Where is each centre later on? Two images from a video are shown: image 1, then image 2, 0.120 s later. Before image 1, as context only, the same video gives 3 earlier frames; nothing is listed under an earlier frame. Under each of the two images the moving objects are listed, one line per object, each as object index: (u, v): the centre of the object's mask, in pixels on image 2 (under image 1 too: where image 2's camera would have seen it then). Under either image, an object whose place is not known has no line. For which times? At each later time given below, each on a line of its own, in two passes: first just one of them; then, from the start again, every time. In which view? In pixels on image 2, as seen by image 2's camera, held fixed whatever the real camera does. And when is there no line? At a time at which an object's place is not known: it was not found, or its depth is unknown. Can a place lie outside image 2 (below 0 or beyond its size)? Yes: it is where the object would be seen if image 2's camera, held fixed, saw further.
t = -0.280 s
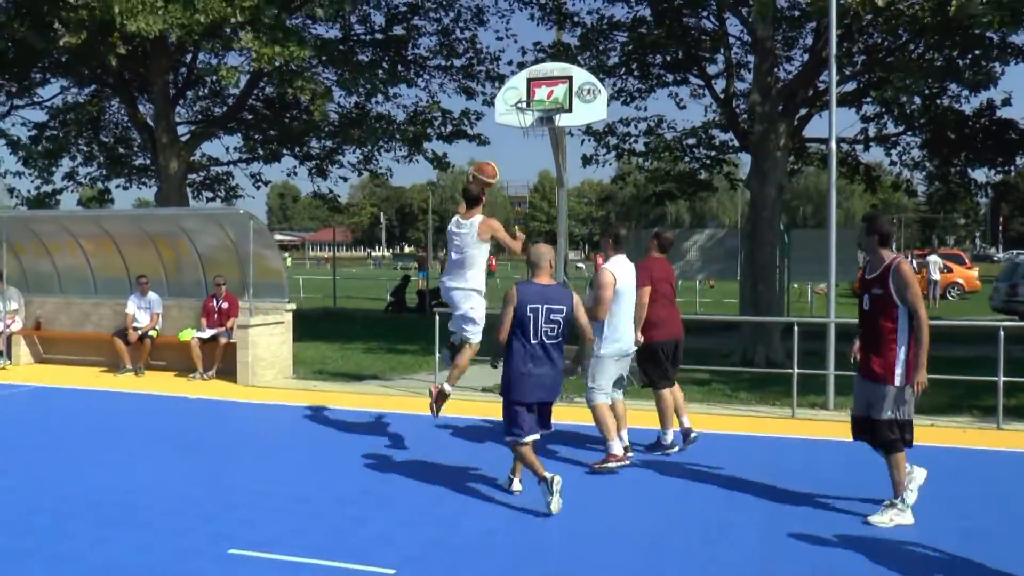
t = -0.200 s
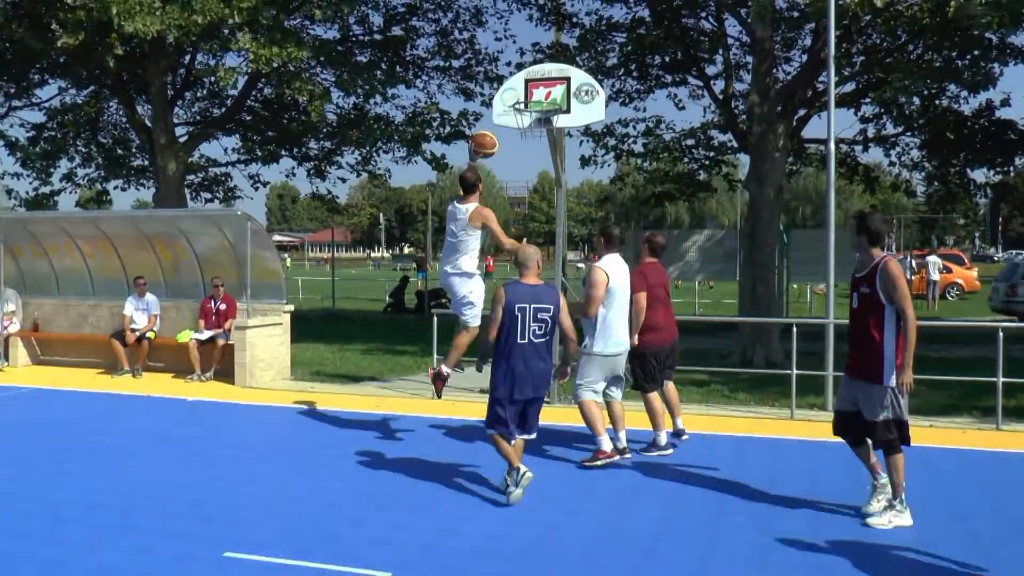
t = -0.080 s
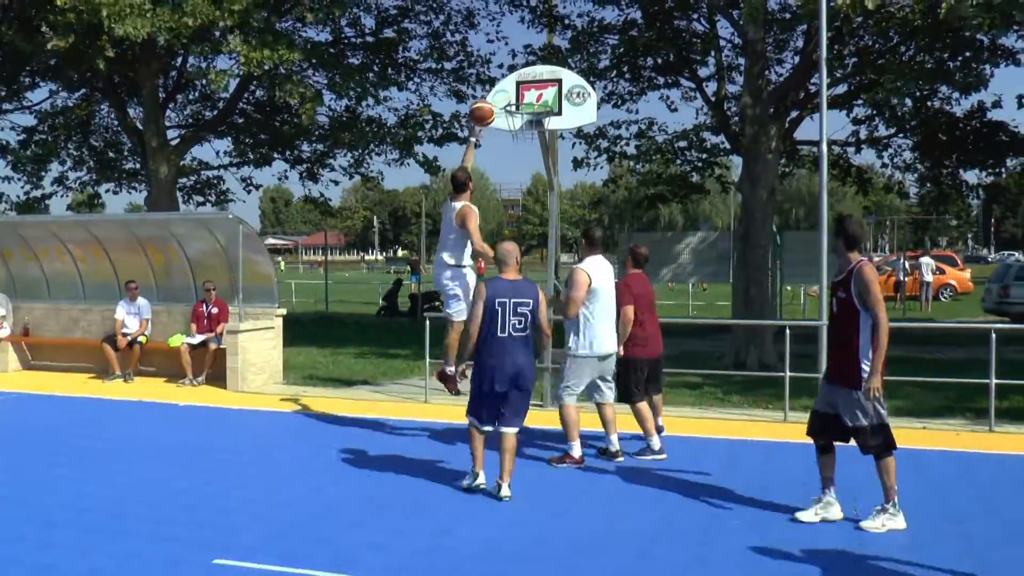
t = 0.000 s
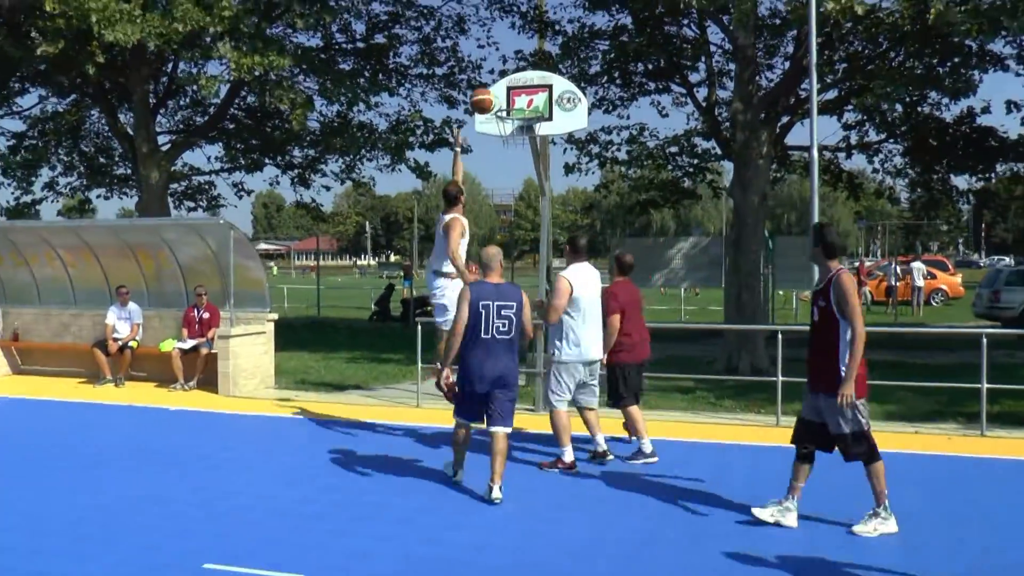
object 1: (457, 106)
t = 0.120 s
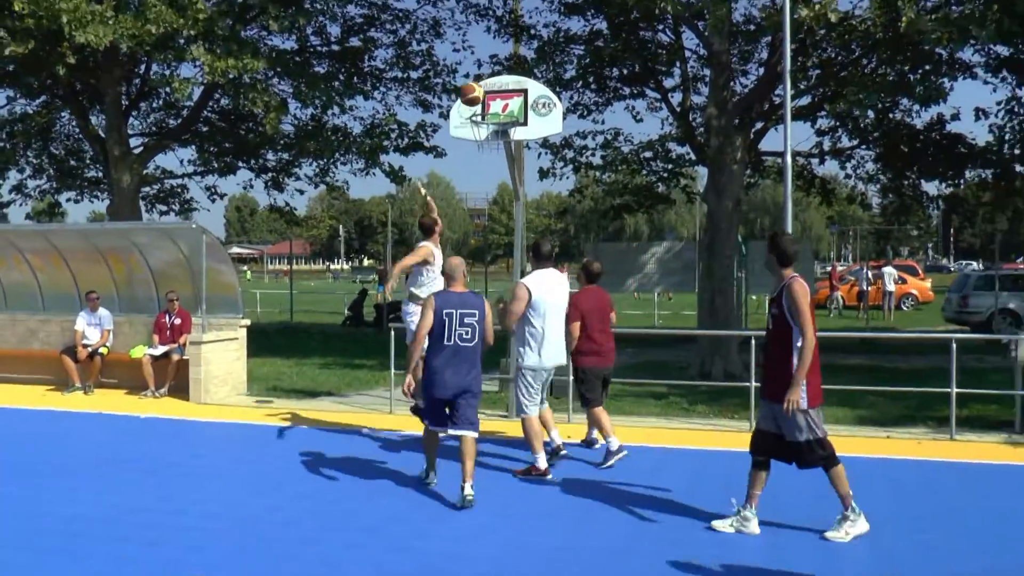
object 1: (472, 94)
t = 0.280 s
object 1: (489, 102)
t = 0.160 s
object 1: (476, 93)
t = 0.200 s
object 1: (479, 94)
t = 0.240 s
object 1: (484, 96)
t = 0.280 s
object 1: (489, 102)
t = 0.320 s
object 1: (494, 109)
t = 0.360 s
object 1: (496, 112)
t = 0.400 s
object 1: (496, 113)
